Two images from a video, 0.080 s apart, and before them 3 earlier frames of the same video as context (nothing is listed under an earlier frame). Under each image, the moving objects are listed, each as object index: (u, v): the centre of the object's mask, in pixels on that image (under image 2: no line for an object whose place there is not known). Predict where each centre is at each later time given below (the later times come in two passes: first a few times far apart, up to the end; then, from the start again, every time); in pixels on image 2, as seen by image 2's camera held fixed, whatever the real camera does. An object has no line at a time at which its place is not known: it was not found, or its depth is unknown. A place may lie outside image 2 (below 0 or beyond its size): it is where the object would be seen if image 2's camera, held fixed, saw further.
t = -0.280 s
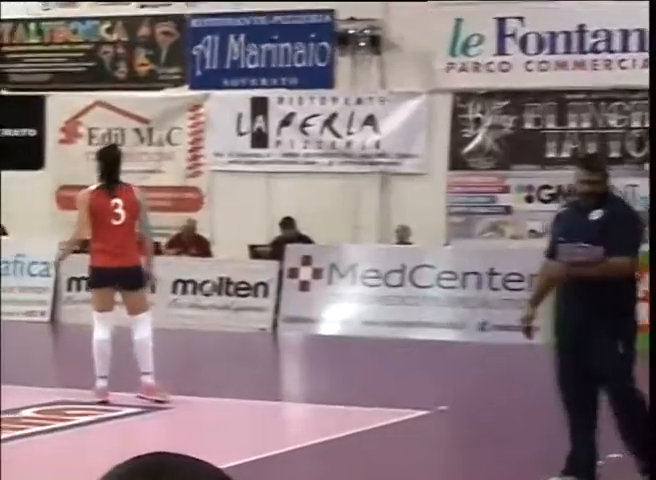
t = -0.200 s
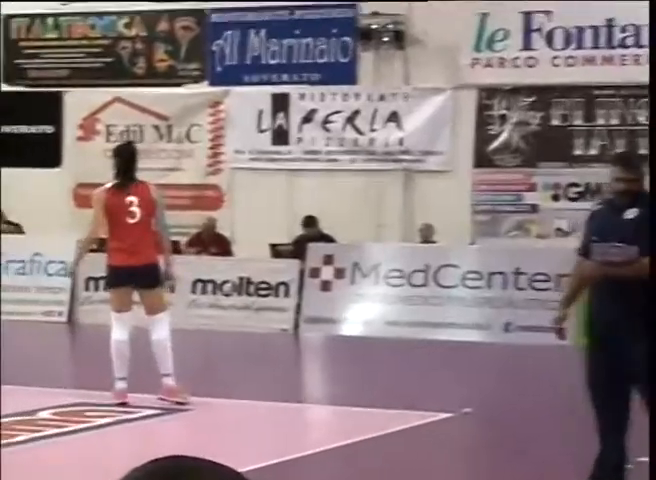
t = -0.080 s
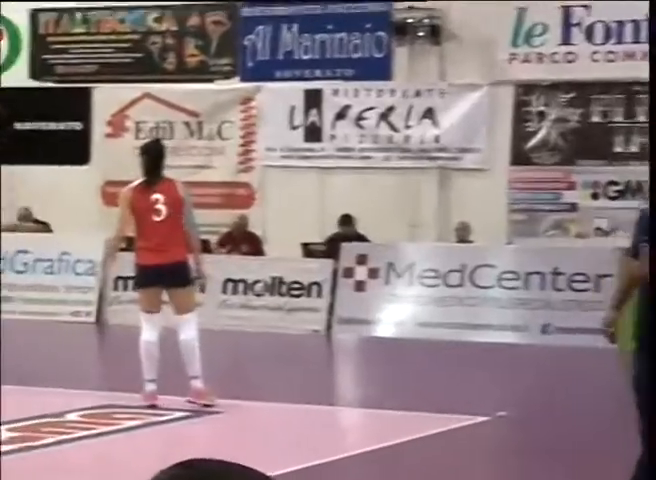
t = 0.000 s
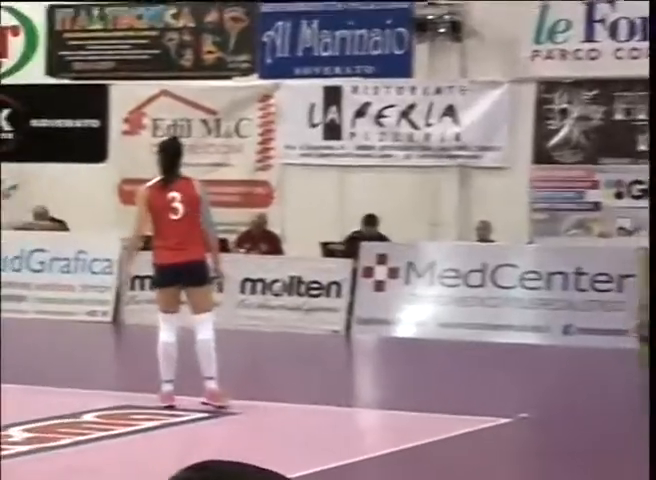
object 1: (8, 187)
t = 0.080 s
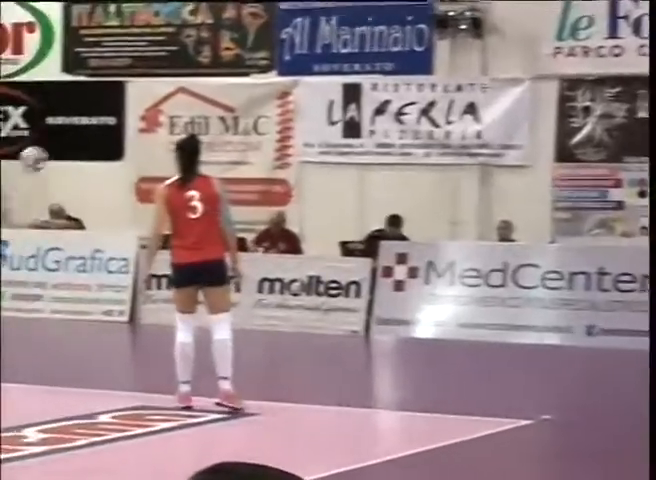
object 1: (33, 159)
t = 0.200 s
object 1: (52, 137)
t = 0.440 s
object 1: (89, 144)
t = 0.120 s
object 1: (39, 149)
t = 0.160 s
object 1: (46, 143)
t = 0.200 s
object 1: (52, 137)
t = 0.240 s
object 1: (57, 133)
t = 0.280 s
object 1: (64, 132)
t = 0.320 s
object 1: (71, 131)
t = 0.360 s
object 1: (77, 135)
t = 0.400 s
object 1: (83, 138)
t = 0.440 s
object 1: (89, 144)
